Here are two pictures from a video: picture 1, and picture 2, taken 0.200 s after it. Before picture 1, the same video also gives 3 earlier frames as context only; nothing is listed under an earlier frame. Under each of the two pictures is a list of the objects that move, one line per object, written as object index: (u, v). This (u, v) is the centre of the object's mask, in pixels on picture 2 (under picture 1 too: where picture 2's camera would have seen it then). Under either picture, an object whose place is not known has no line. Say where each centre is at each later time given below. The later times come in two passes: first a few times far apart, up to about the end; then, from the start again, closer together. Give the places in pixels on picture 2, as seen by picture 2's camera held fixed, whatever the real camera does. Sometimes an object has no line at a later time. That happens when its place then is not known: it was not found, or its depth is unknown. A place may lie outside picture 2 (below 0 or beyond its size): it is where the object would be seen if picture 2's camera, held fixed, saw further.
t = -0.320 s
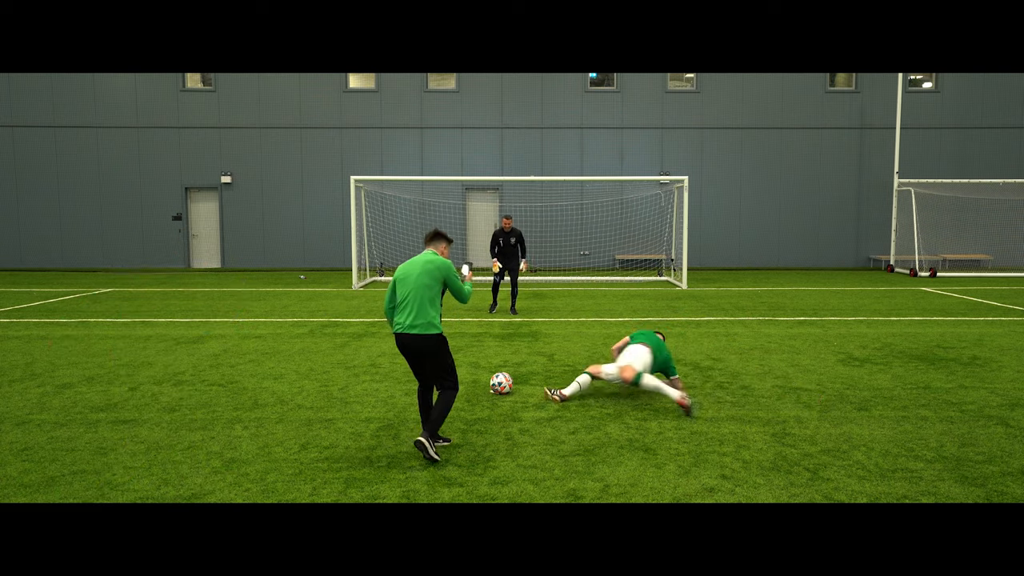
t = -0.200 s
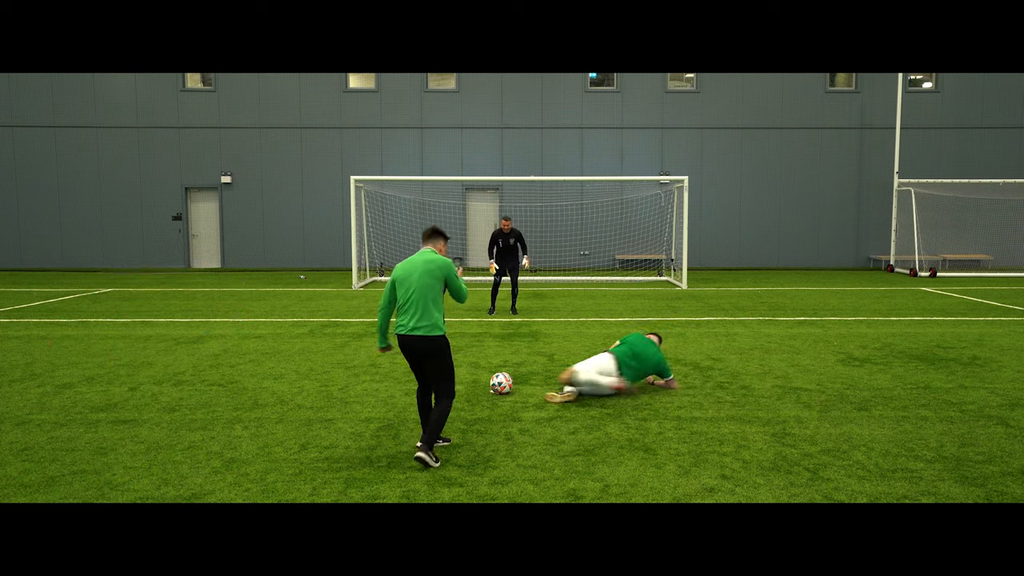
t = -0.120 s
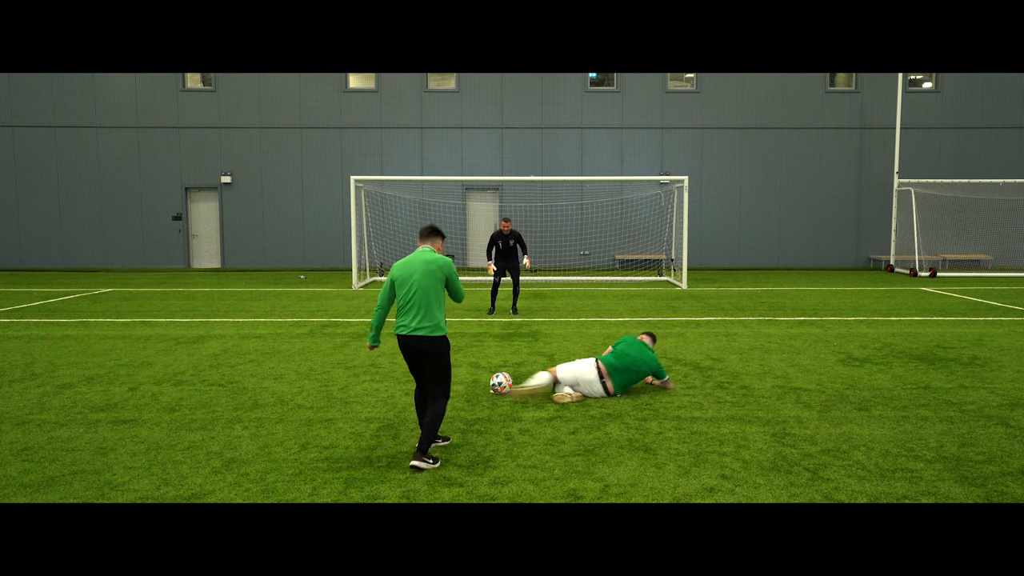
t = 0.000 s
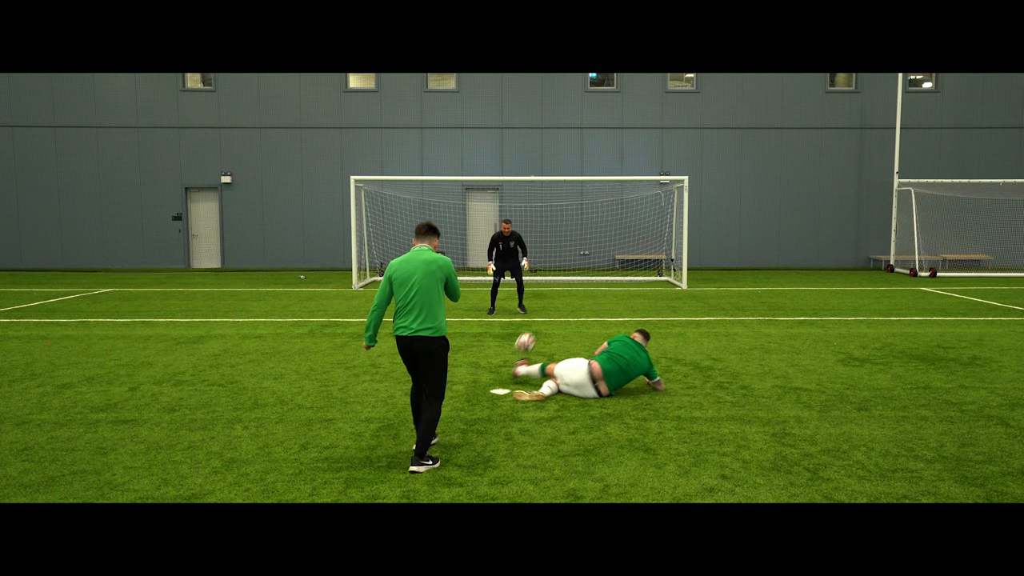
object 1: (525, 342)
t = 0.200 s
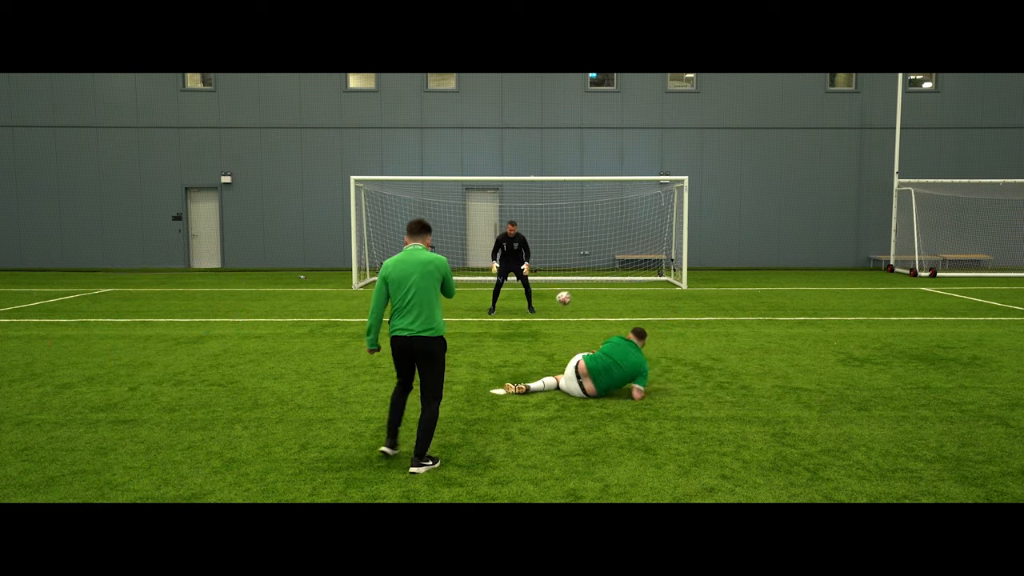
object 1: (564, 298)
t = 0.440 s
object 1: (594, 287)
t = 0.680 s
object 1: (618, 271)
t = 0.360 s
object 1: (585, 288)
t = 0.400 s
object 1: (590, 287)
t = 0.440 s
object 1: (594, 287)
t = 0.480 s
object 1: (599, 288)
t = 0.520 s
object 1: (603, 287)
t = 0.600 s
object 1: (611, 277)
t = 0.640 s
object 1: (614, 274)
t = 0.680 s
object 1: (618, 271)
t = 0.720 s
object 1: (620, 270)
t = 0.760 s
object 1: (622, 269)
